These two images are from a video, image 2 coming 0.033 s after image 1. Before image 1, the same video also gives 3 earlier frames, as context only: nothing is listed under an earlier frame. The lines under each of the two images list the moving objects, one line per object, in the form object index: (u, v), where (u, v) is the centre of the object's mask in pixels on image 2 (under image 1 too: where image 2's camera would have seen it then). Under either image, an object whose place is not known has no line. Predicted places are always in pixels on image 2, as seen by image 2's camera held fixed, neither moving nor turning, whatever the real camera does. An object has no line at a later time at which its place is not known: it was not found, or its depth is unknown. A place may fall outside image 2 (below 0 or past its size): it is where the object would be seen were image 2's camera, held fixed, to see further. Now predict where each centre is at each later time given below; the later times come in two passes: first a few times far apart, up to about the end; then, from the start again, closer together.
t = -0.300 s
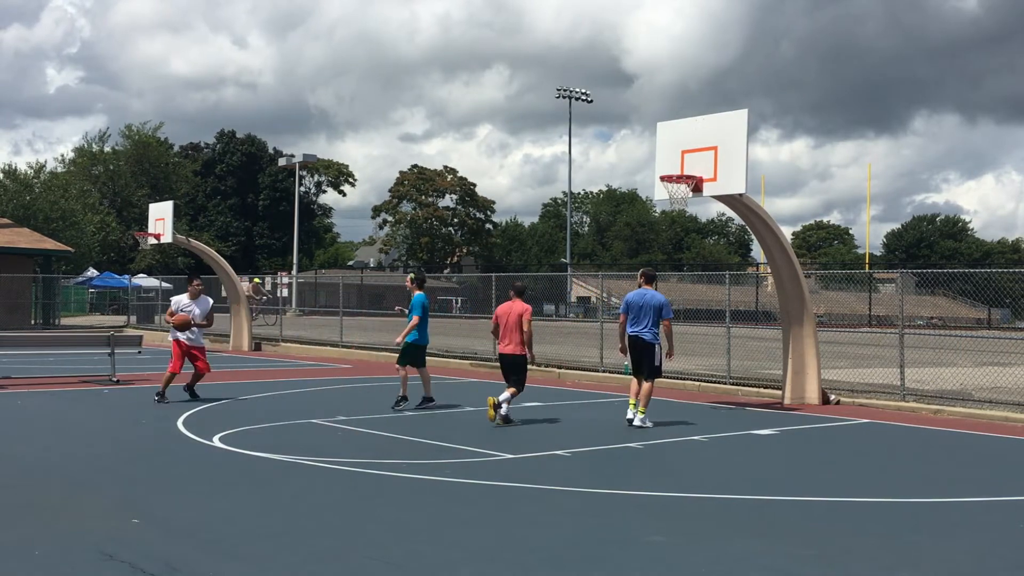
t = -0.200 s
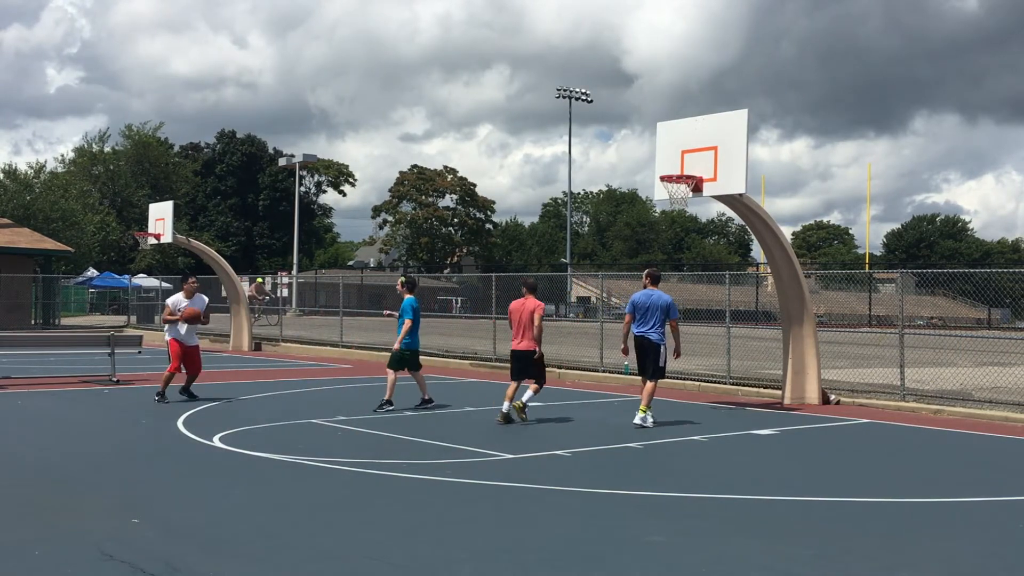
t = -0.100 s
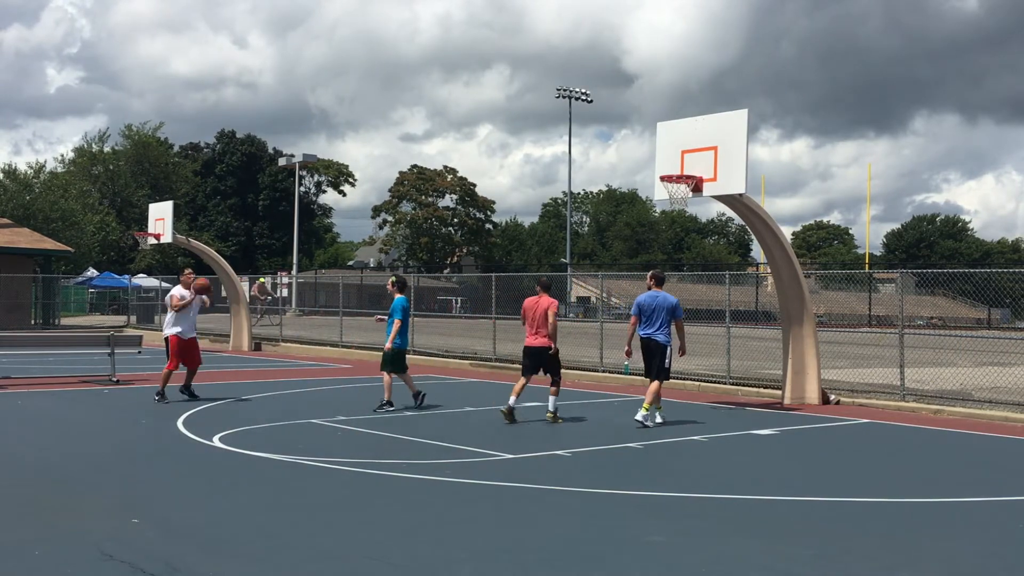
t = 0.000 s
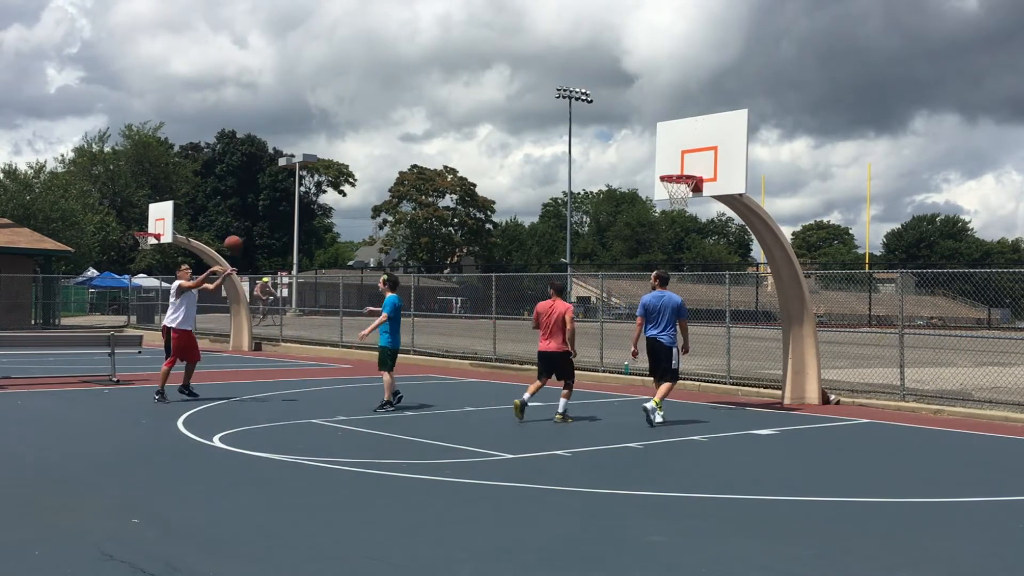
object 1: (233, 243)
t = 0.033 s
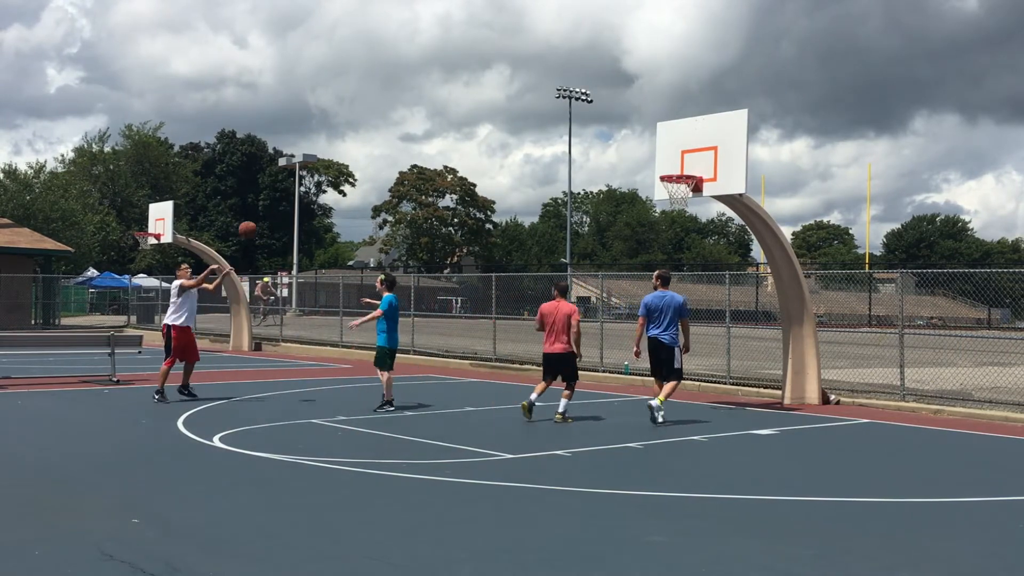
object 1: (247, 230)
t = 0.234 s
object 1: (334, 159)
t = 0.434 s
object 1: (419, 113)
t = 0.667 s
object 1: (520, 96)
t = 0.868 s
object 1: (607, 112)
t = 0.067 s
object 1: (262, 215)
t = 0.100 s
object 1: (276, 203)
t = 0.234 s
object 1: (334, 159)
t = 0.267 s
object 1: (348, 149)
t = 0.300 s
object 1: (362, 140)
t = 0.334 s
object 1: (377, 133)
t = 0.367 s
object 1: (391, 125)
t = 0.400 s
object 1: (405, 119)
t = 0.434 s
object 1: (419, 113)
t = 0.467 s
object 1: (434, 109)
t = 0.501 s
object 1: (448, 105)
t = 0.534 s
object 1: (463, 101)
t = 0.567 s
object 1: (477, 98)
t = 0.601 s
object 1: (492, 97)
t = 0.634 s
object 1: (506, 96)
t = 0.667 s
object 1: (520, 96)
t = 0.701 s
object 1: (535, 96)
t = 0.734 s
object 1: (549, 98)
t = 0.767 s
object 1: (564, 100)
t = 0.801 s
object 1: (579, 103)
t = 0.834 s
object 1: (593, 107)
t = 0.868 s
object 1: (607, 112)
